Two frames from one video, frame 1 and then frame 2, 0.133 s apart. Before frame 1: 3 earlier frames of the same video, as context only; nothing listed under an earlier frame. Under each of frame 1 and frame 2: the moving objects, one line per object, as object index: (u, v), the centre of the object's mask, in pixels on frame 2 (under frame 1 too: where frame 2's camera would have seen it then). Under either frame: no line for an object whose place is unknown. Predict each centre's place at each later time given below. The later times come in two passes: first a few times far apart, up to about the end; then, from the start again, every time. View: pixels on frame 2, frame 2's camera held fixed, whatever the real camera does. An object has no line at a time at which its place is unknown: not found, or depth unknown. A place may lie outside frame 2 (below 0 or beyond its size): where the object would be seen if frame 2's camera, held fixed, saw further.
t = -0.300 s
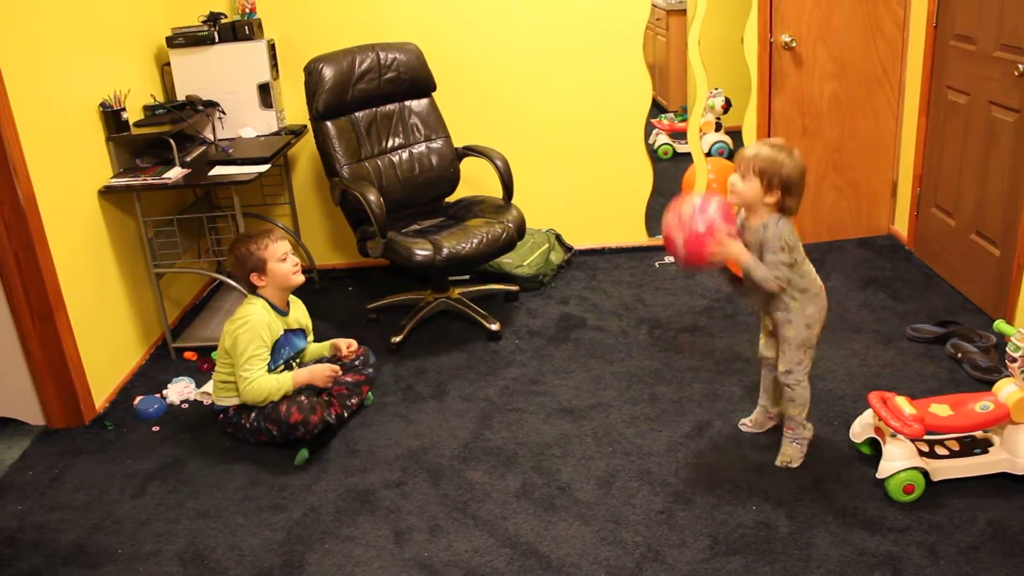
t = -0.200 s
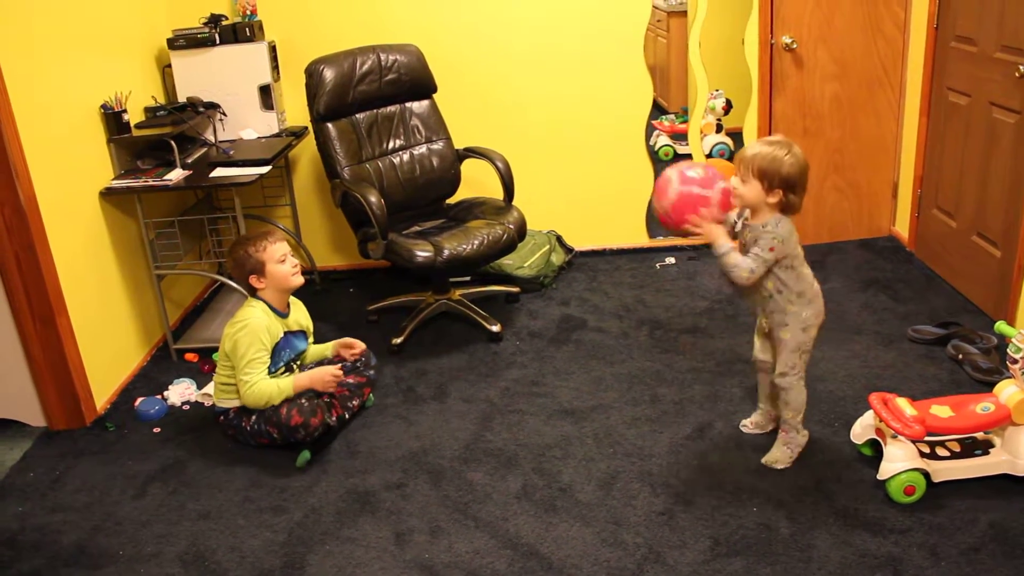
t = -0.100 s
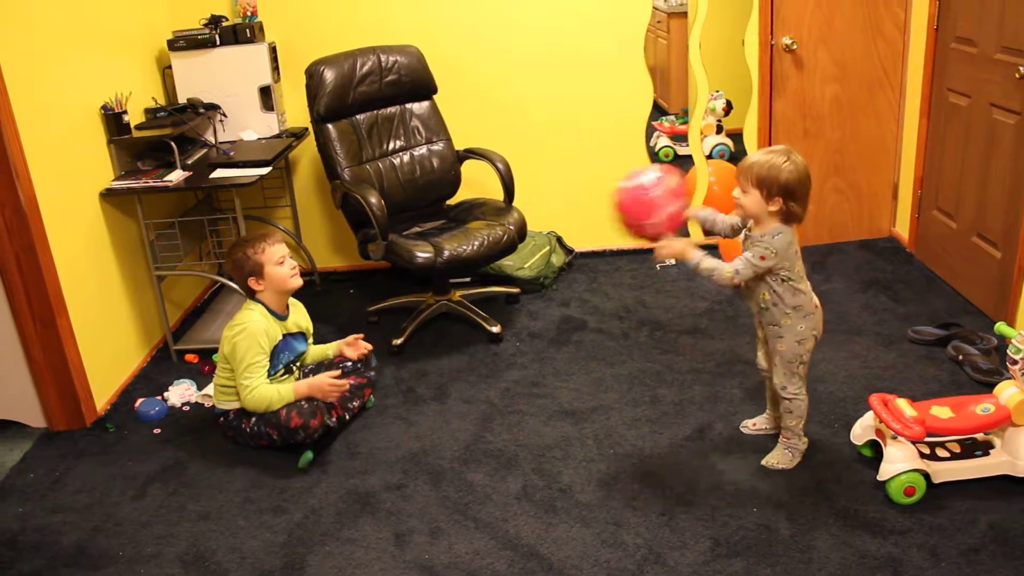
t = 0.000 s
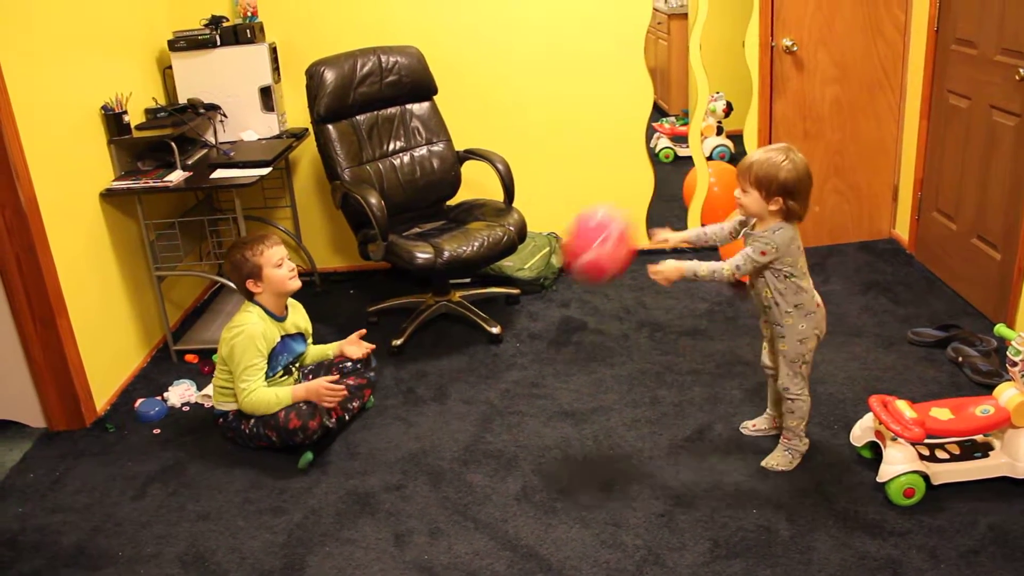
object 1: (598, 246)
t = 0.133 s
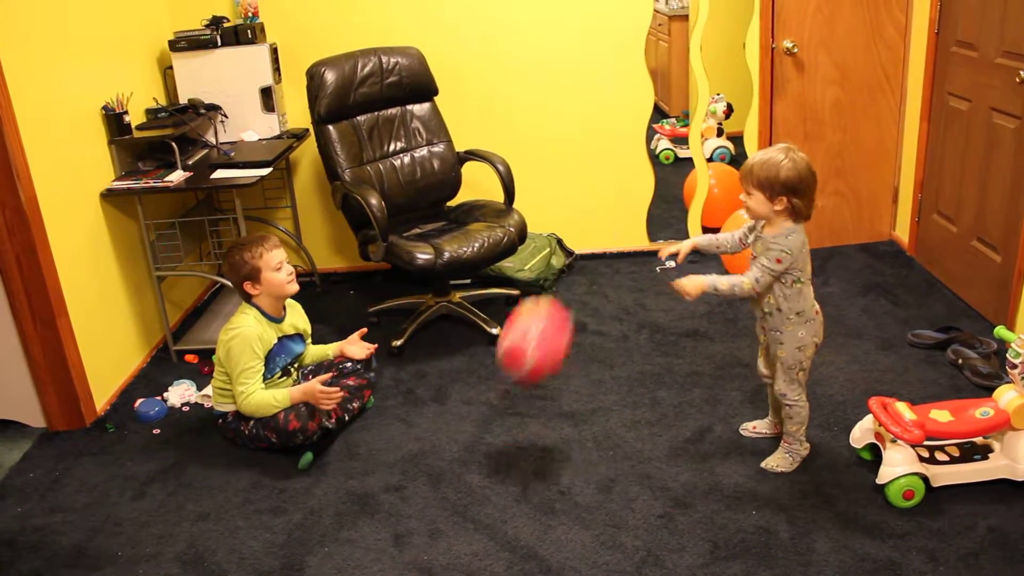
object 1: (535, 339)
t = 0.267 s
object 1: (492, 405)
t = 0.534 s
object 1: (460, 370)
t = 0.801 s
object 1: (432, 403)
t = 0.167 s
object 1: (521, 370)
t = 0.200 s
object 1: (507, 405)
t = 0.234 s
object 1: (497, 421)
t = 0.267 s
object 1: (492, 405)
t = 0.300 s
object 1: (488, 389)
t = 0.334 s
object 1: (483, 378)
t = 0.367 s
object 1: (478, 369)
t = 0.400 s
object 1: (474, 363)
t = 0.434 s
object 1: (470, 361)
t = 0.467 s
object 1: (466, 361)
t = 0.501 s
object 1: (463, 364)
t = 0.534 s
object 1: (460, 370)
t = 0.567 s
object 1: (457, 379)
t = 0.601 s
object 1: (455, 391)
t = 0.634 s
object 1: (453, 408)
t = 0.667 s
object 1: (451, 424)
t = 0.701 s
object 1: (446, 418)
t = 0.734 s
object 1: (441, 411)
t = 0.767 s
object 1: (436, 405)
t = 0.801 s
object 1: (432, 403)
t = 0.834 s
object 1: (428, 403)
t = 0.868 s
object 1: (424, 407)
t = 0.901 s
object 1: (421, 413)
